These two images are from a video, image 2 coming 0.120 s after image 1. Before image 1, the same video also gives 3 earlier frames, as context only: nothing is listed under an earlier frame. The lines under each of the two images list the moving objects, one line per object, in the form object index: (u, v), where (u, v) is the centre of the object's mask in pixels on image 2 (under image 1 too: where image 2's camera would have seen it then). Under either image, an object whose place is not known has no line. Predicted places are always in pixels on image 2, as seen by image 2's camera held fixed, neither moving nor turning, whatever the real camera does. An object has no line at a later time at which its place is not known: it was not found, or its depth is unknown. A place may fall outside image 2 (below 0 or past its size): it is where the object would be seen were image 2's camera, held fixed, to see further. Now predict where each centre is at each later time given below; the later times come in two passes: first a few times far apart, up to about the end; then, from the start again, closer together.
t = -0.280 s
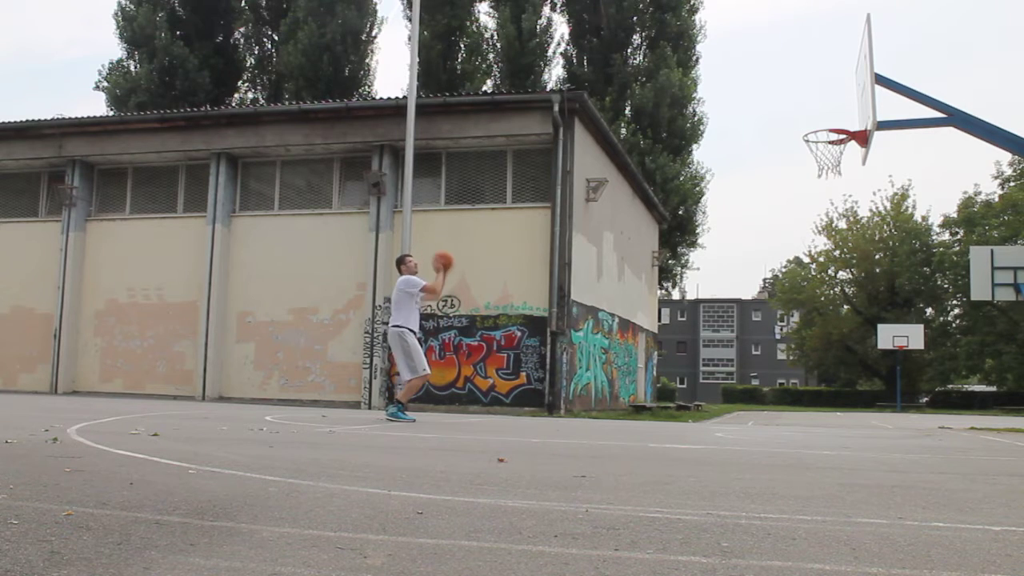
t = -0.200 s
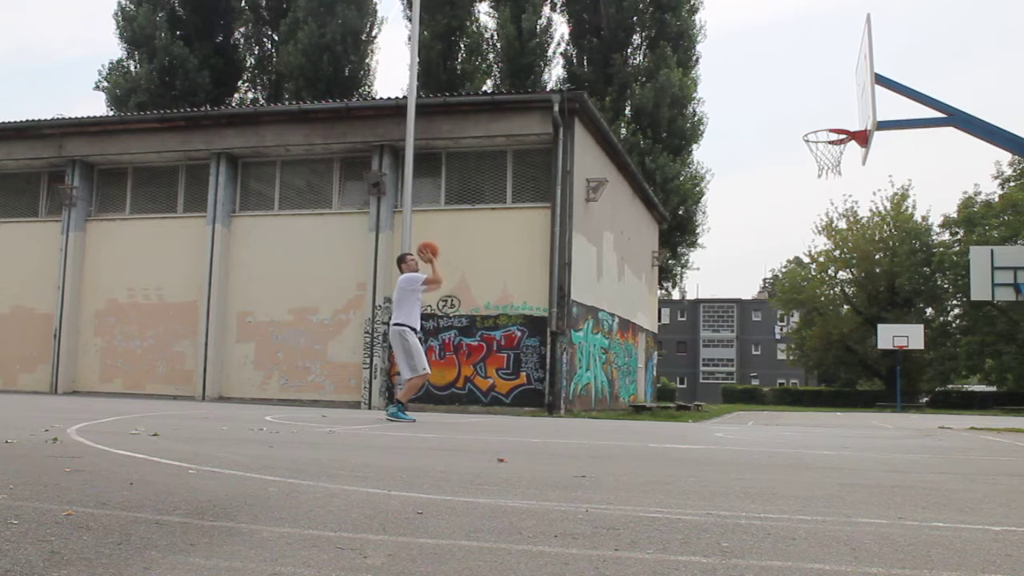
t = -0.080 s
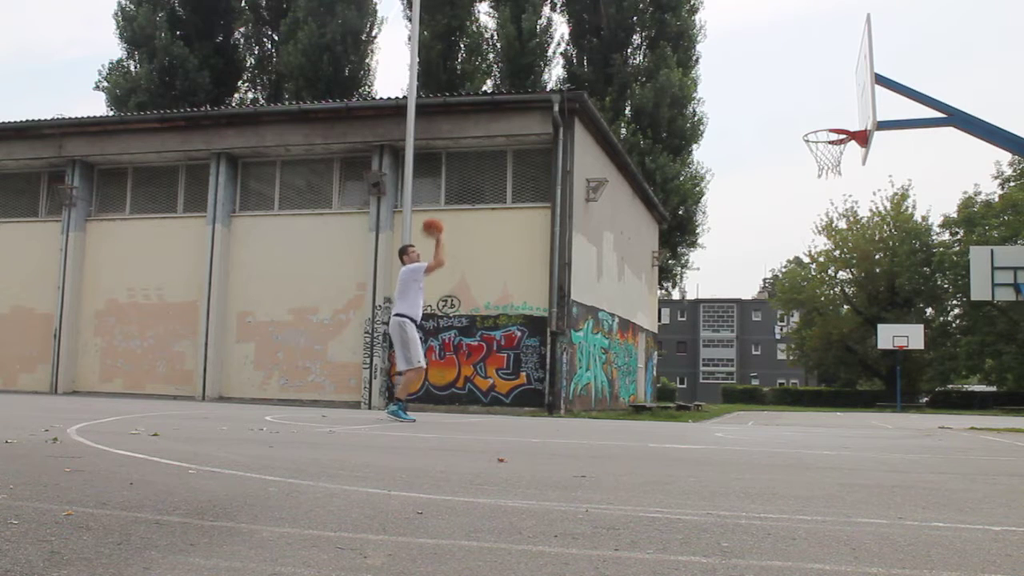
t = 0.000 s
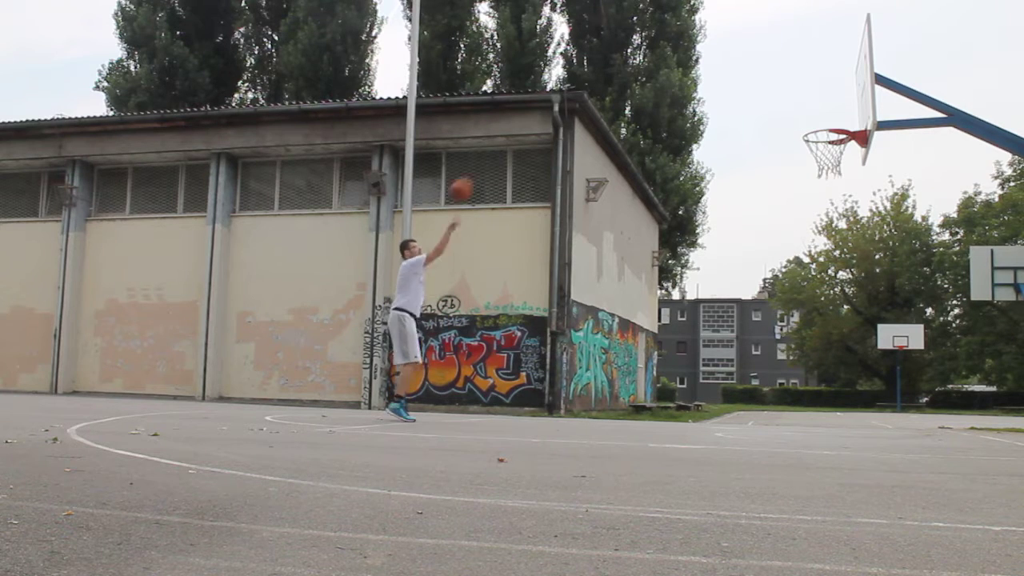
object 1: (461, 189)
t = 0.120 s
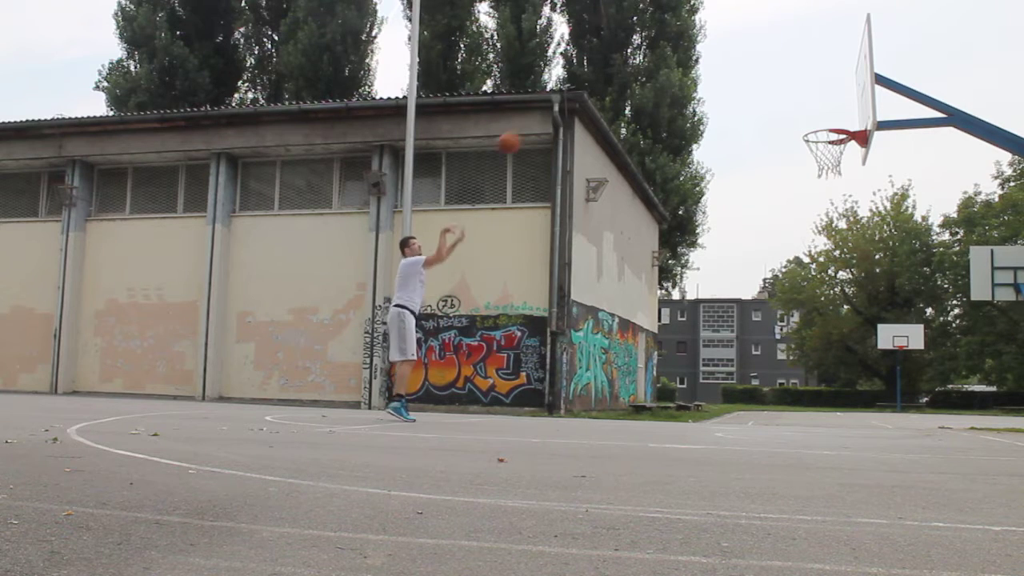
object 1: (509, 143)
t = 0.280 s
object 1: (573, 98)
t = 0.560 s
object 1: (683, 73)
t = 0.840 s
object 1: (799, 120)
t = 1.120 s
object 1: (829, 167)
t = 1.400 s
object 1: (806, 253)
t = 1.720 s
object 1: (780, 406)
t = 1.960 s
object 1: (758, 307)
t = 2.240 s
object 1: (732, 263)
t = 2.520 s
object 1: (706, 296)
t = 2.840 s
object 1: (677, 415)
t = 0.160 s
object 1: (525, 128)
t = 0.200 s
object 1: (540, 117)
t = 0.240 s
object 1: (556, 107)
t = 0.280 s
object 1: (573, 98)
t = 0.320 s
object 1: (588, 91)
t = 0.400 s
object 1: (620, 79)
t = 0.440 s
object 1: (636, 75)
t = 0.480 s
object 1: (652, 73)
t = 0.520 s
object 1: (667, 72)
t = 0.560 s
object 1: (683, 73)
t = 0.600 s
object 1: (699, 76)
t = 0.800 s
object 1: (782, 109)
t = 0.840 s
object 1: (799, 120)
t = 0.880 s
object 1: (816, 130)
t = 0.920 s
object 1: (831, 141)
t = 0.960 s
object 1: (841, 147)
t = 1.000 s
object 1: (839, 152)
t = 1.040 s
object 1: (836, 156)
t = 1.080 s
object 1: (833, 161)
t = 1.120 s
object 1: (829, 167)
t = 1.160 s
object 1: (826, 174)
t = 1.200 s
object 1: (822, 183)
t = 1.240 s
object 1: (819, 193)
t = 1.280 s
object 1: (816, 206)
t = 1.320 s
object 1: (812, 219)
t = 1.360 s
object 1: (809, 235)
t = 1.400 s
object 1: (806, 253)
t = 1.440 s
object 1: (803, 272)
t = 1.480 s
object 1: (800, 293)
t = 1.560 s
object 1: (794, 338)
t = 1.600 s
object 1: (792, 363)
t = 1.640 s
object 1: (788, 393)
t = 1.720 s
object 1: (780, 406)
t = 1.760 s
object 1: (778, 386)
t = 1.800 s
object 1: (774, 368)
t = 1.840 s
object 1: (769, 349)
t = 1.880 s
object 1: (765, 334)
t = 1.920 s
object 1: (762, 320)
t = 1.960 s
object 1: (758, 307)
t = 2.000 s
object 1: (755, 297)
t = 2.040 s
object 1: (750, 287)
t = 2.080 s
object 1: (747, 279)
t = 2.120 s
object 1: (743, 273)
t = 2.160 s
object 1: (739, 268)
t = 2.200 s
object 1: (736, 265)
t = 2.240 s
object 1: (732, 263)
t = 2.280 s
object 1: (728, 263)
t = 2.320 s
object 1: (724, 264)
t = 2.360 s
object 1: (721, 267)
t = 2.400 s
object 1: (717, 272)
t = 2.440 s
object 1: (714, 278)
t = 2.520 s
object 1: (706, 296)
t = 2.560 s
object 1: (703, 307)
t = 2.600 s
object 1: (700, 318)
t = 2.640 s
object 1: (695, 332)
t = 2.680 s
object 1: (691, 348)
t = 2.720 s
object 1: (688, 366)
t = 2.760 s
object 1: (685, 385)
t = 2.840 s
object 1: (677, 415)
